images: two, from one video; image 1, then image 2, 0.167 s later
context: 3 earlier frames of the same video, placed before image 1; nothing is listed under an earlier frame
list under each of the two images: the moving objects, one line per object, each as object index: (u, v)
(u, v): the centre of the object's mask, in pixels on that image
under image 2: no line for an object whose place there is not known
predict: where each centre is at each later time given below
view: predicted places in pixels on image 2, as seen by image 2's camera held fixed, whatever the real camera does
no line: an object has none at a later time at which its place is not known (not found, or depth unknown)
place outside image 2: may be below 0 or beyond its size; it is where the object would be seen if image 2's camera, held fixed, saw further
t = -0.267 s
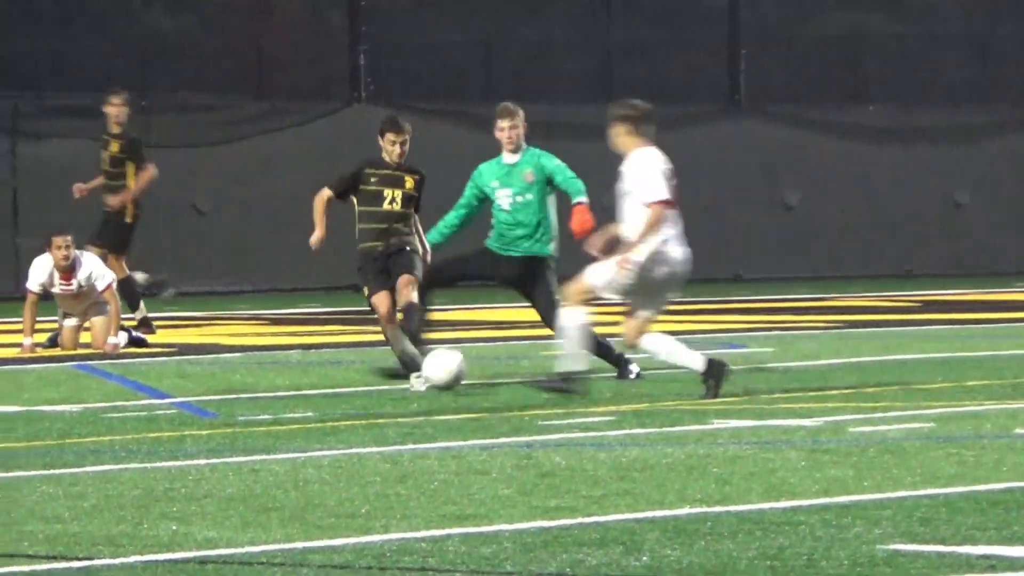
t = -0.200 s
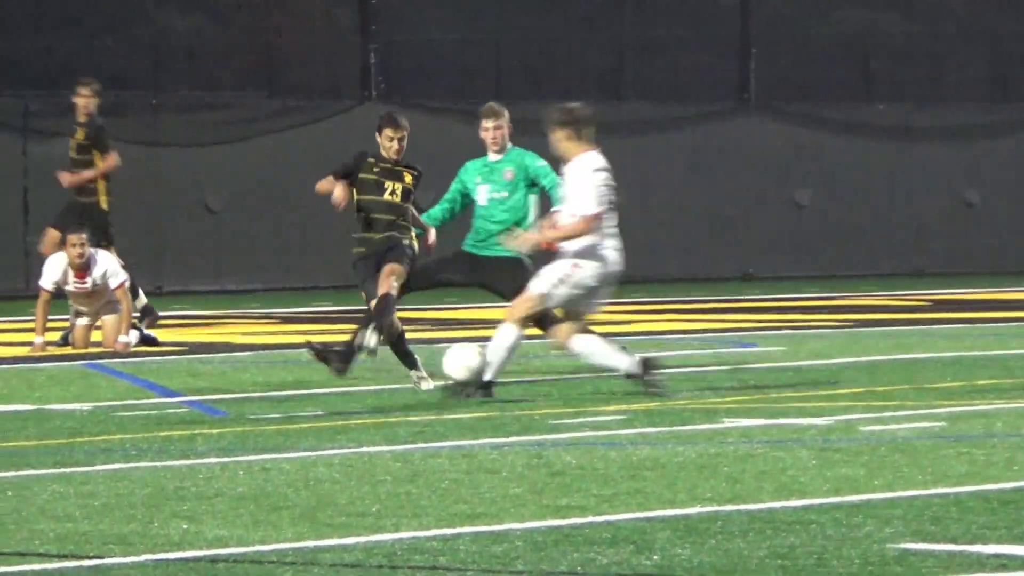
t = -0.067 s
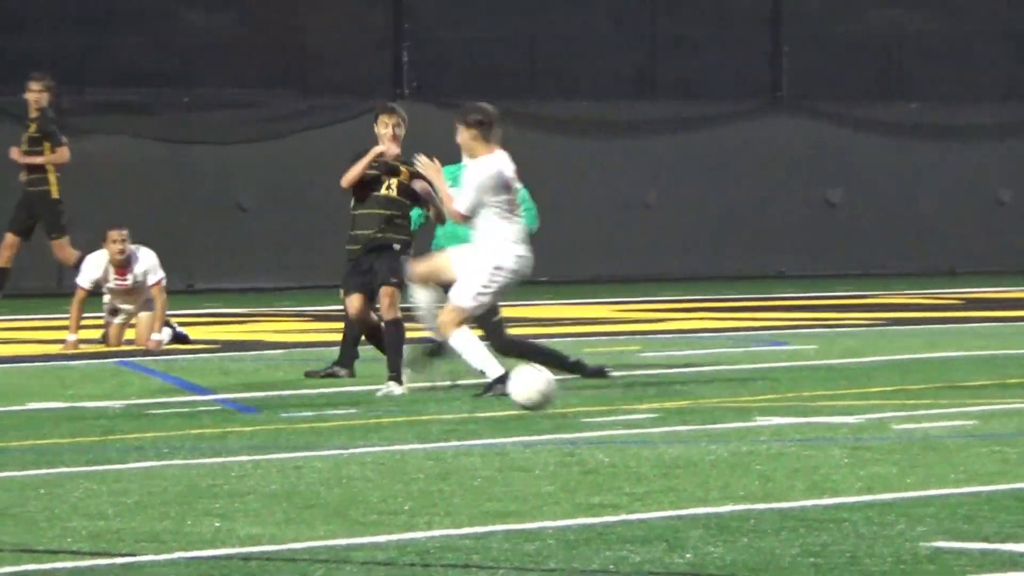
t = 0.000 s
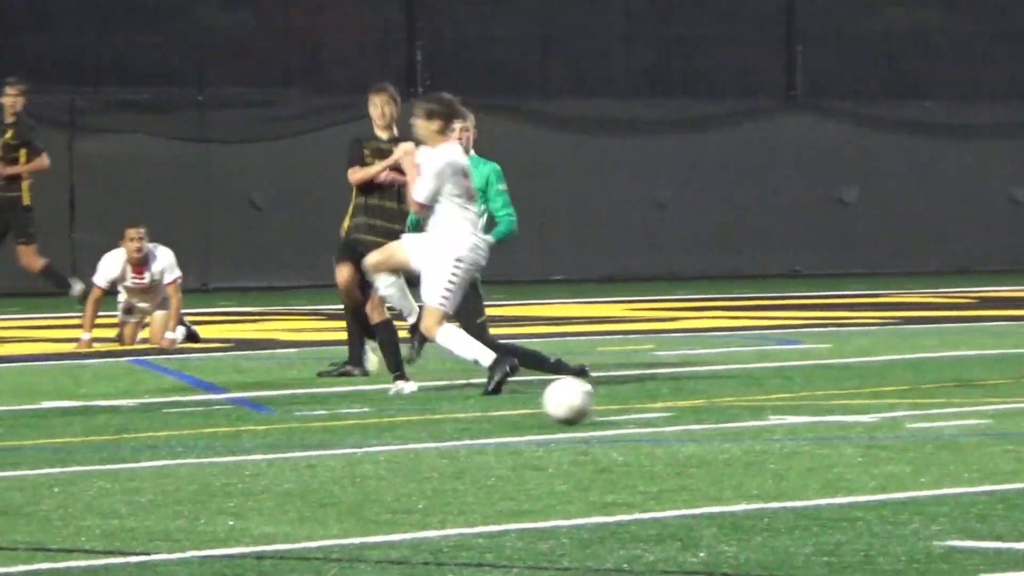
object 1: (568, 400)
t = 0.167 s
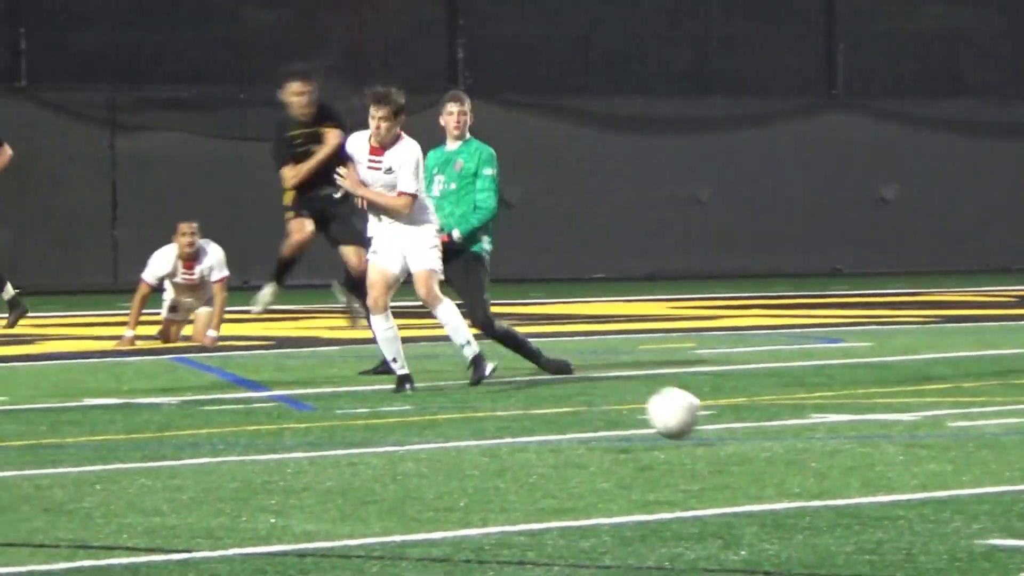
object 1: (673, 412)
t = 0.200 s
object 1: (690, 425)
